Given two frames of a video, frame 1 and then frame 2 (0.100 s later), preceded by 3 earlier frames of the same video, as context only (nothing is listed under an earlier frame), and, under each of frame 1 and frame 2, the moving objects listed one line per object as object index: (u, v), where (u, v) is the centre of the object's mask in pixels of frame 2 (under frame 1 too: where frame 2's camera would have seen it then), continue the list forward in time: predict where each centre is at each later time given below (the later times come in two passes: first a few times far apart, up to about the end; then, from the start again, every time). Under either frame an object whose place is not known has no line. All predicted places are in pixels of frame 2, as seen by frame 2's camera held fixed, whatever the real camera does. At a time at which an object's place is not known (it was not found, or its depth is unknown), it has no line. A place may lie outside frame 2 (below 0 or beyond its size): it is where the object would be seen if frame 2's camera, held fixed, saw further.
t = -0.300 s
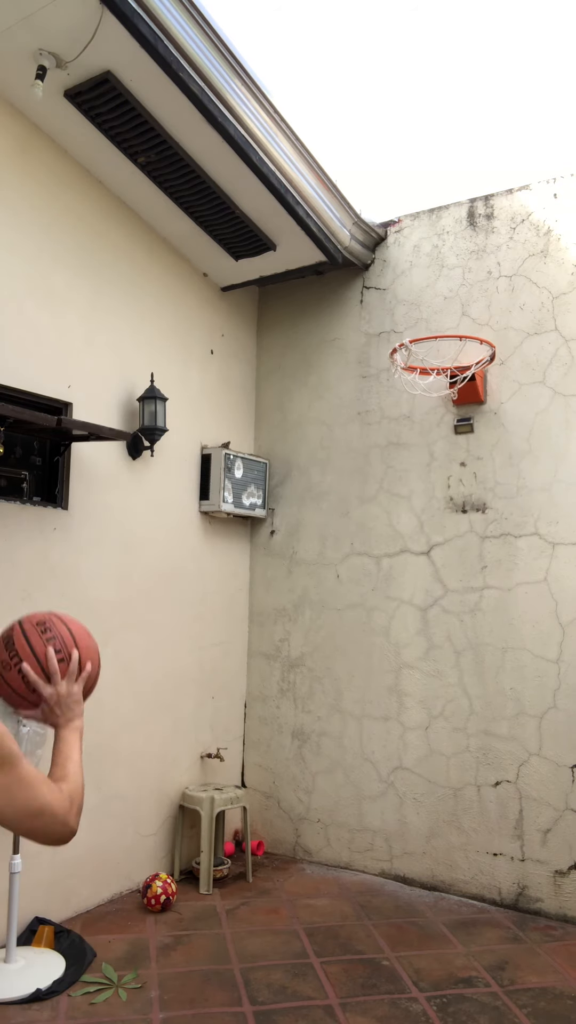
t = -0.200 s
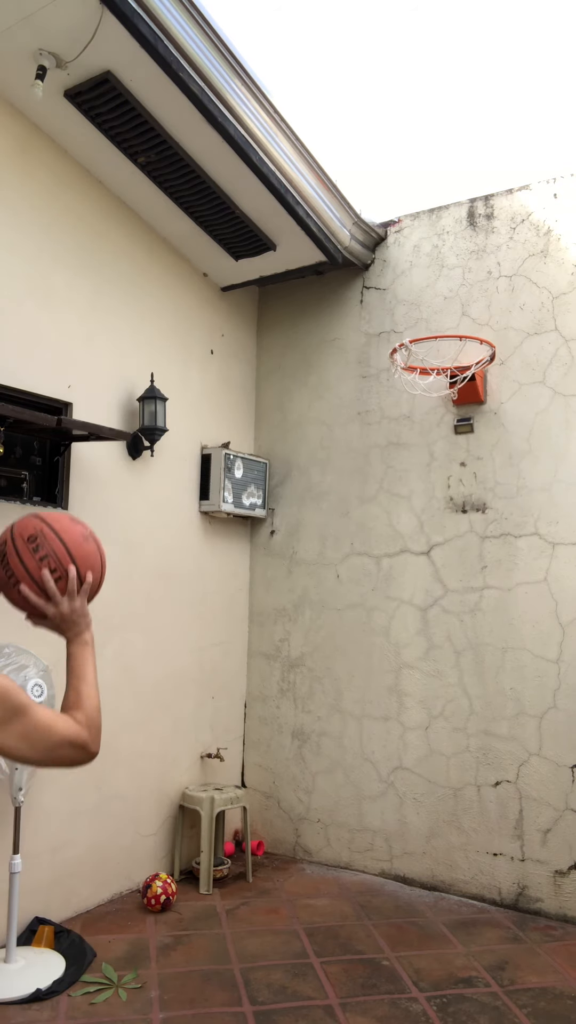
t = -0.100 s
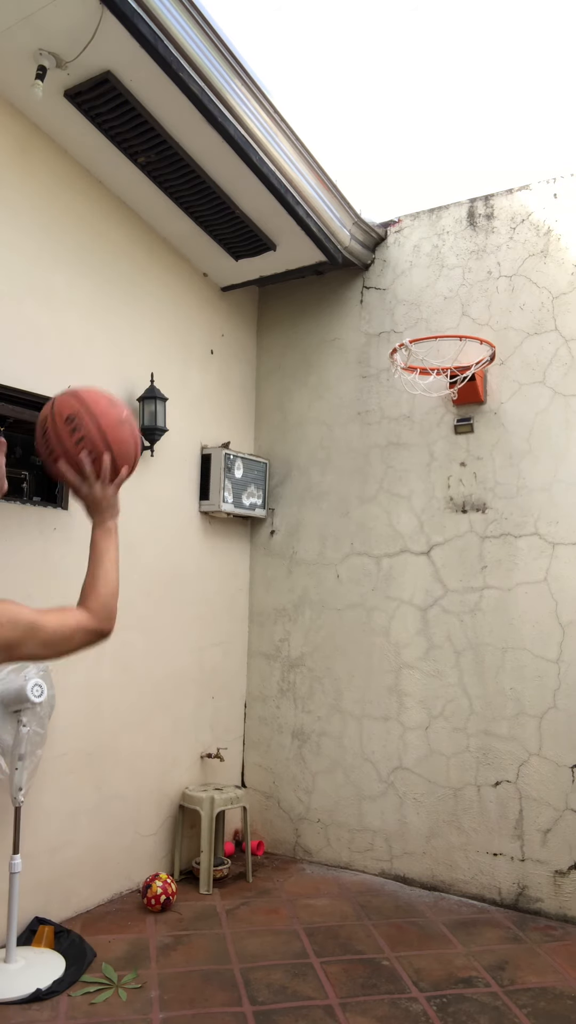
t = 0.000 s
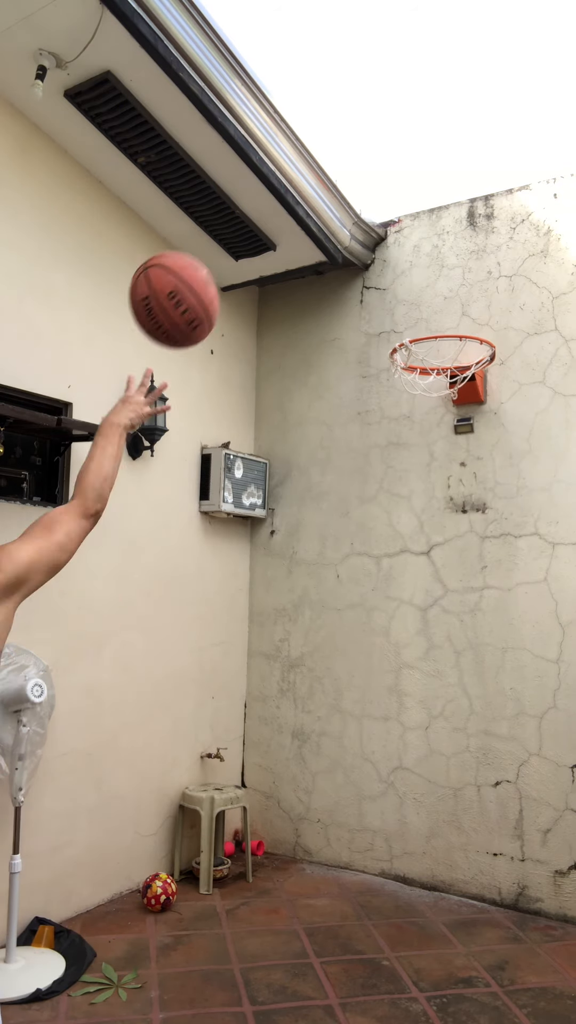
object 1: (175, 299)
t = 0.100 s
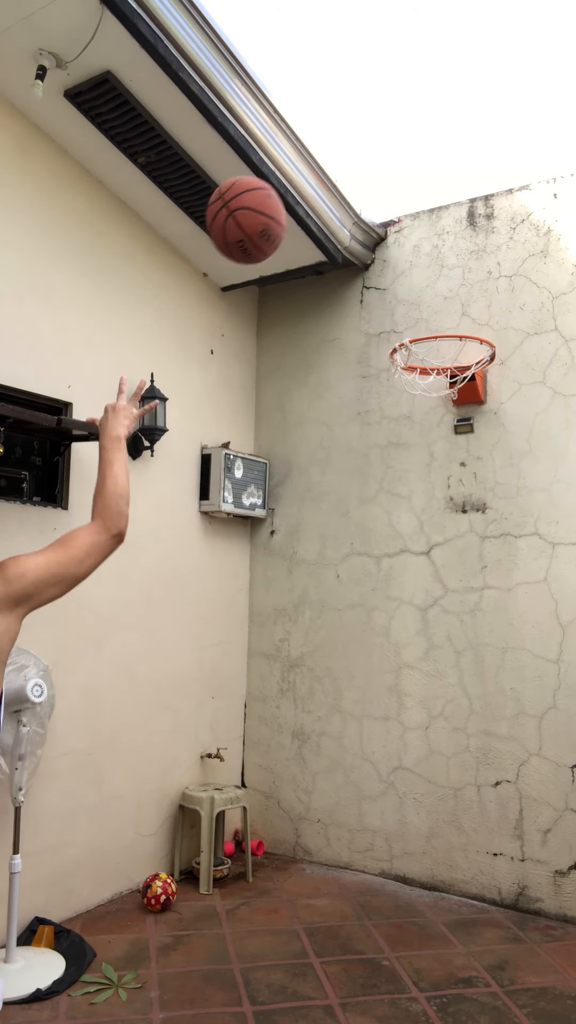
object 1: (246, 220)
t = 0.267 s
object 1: (334, 178)
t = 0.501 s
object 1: (419, 236)
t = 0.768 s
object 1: (459, 359)
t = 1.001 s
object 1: (407, 424)
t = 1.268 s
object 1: (347, 609)
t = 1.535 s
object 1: (285, 836)
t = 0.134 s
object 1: (266, 204)
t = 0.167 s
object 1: (285, 192)
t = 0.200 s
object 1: (302, 184)
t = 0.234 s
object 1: (319, 179)
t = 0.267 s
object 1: (334, 178)
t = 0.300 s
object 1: (348, 179)
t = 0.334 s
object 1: (362, 183)
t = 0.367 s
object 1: (375, 189)
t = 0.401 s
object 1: (387, 198)
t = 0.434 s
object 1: (398, 209)
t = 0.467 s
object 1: (409, 221)
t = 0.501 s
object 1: (419, 236)
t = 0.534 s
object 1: (429, 251)
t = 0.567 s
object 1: (438, 269)
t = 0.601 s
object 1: (447, 288)
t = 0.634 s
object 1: (456, 309)
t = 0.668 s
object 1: (461, 324)
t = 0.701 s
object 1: (465, 338)
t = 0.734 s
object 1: (467, 350)
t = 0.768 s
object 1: (459, 359)
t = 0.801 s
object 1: (451, 365)
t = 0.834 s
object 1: (443, 374)
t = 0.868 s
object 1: (436, 383)
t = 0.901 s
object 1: (428, 392)
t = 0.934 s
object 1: (422, 400)
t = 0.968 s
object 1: (414, 411)
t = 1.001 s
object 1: (407, 424)
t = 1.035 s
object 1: (399, 439)
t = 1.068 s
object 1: (392, 456)
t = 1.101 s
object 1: (384, 476)
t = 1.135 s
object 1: (377, 498)
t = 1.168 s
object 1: (369, 523)
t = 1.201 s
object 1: (362, 549)
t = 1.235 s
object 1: (355, 578)
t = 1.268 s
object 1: (347, 609)
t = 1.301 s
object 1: (340, 643)
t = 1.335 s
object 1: (332, 679)
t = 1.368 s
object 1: (324, 718)
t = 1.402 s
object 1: (316, 760)
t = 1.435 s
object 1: (308, 805)
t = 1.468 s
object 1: (300, 852)
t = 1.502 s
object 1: (292, 875)
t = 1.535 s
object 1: (285, 836)
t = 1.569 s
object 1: (277, 799)
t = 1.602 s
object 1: (271, 766)
